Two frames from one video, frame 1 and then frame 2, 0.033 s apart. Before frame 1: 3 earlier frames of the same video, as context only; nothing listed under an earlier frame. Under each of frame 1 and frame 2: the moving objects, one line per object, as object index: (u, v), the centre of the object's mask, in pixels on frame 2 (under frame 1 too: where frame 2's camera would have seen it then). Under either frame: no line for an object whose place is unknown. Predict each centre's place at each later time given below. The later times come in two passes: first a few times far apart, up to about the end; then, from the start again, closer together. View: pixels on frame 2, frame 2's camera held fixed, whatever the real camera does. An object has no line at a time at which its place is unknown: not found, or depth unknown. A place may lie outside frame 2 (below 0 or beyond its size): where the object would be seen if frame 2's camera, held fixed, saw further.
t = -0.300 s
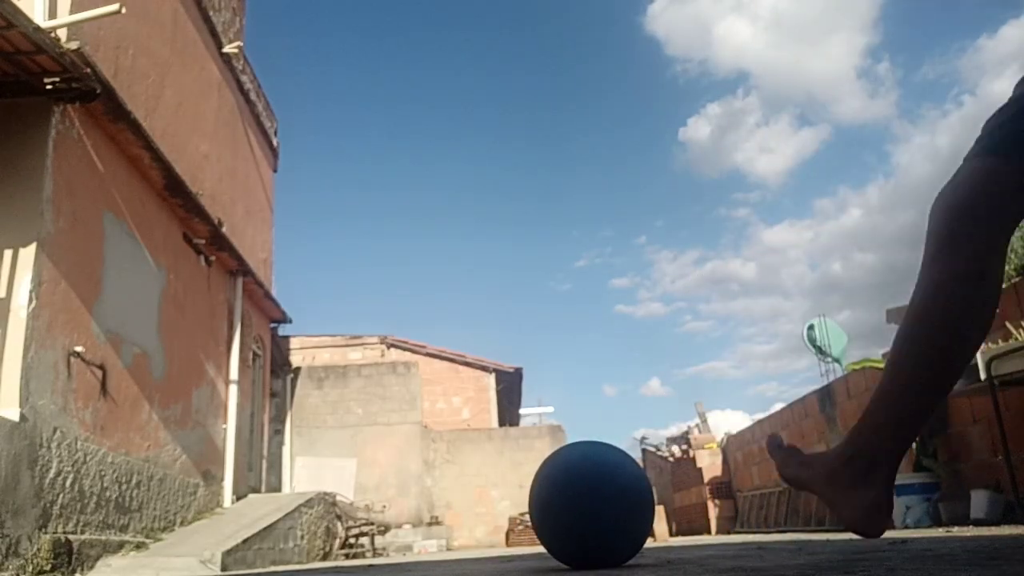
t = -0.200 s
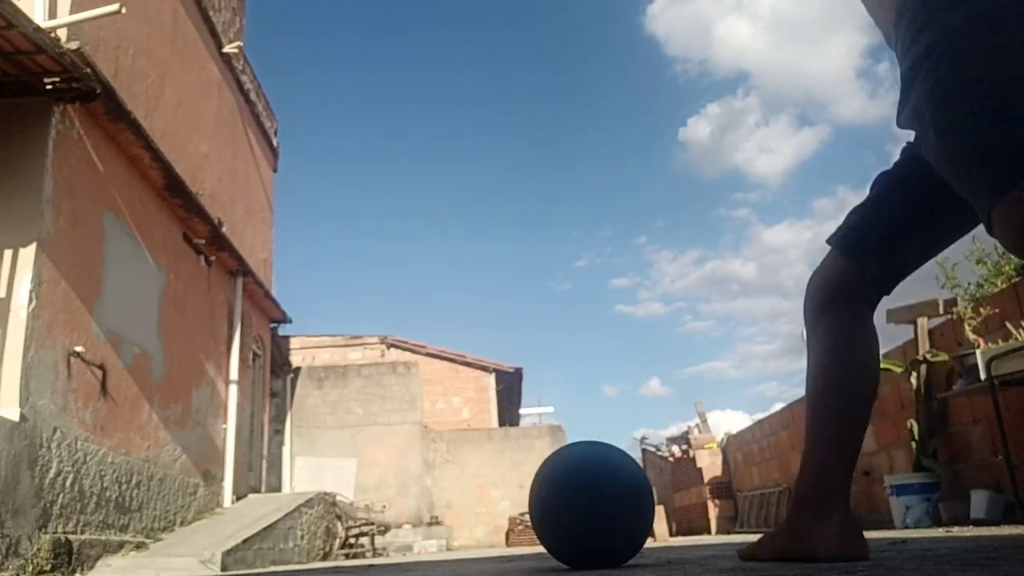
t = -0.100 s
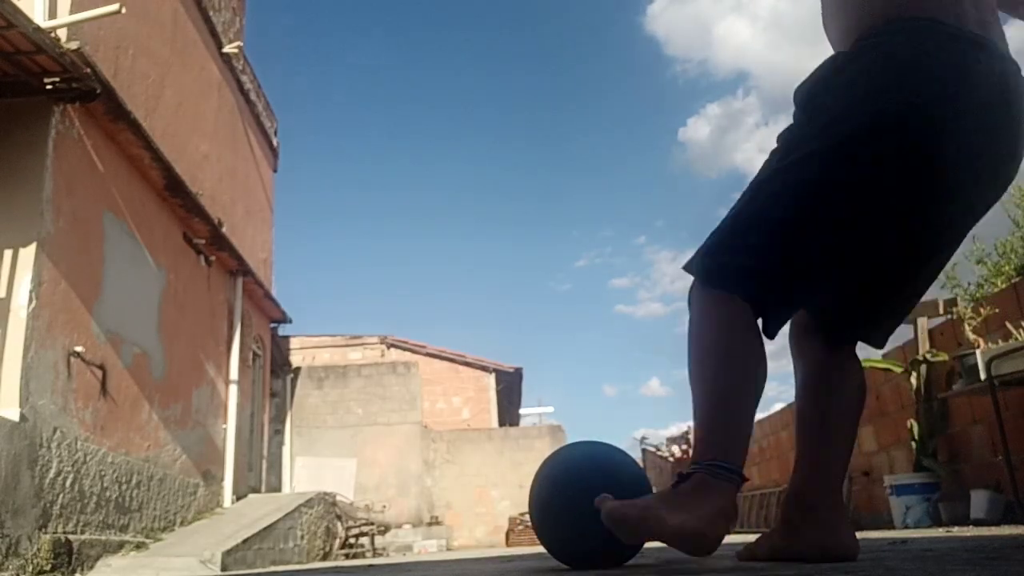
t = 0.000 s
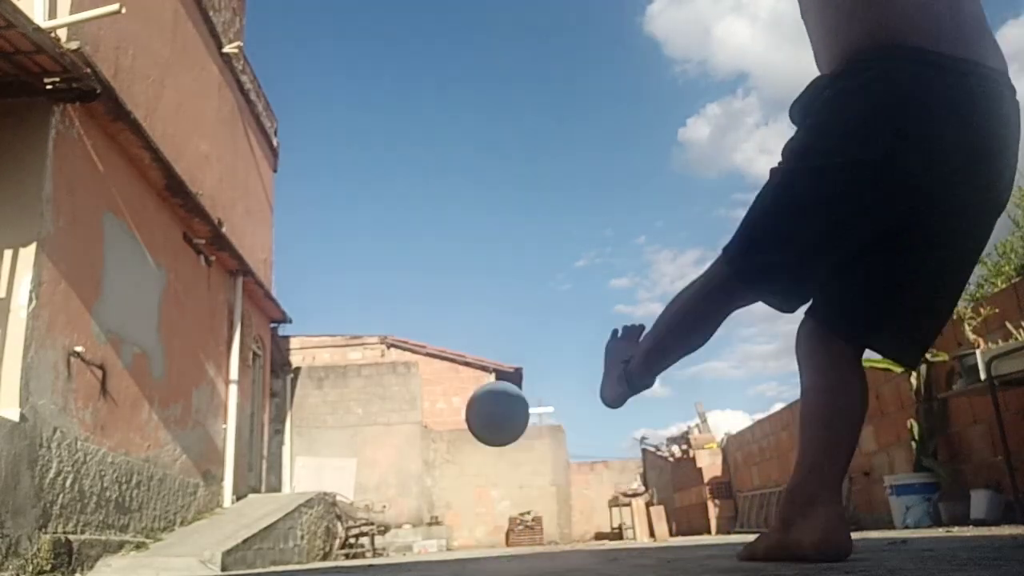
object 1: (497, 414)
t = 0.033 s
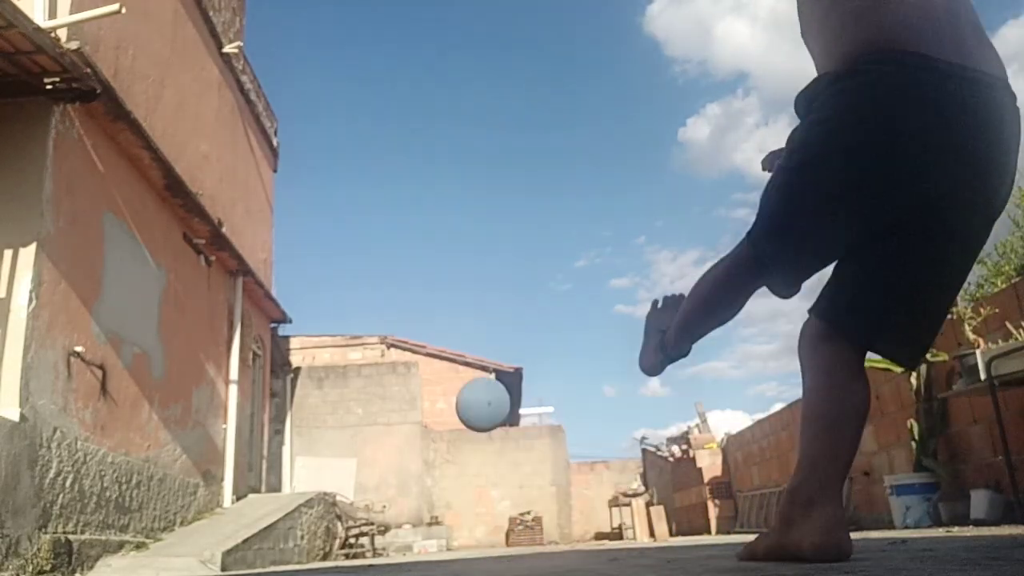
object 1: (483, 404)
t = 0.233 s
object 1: (446, 412)
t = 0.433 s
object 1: (434, 455)
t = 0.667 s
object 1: (428, 521)
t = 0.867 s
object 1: (427, 531)
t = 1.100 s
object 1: (426, 522)
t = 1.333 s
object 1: (423, 530)
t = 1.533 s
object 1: (414, 537)
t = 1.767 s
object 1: (407, 540)
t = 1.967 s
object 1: (402, 548)
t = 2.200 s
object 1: (396, 548)
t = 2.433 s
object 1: (392, 549)
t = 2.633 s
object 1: (390, 549)
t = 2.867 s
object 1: (382, 550)
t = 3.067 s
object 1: (376, 551)
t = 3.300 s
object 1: (363, 551)
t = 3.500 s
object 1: (355, 551)
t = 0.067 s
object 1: (472, 400)
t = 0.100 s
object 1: (464, 399)
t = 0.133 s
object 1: (458, 400)
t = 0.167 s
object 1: (453, 402)
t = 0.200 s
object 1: (449, 407)
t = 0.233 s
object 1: (446, 412)
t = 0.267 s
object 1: (443, 418)
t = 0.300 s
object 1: (440, 424)
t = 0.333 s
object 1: (439, 431)
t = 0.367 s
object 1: (437, 438)
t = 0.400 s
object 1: (436, 446)
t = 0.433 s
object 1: (434, 455)
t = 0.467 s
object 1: (433, 463)
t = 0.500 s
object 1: (432, 472)
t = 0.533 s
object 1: (430, 482)
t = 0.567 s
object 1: (430, 491)
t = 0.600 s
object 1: (429, 501)
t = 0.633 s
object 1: (429, 510)
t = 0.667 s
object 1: (428, 521)
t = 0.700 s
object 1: (428, 531)
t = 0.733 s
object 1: (428, 543)
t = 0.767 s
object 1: (428, 548)
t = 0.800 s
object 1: (427, 542)
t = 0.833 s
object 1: (427, 535)
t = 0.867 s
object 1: (427, 531)
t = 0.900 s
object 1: (427, 527)
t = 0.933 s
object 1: (427, 524)
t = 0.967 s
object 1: (427, 522)
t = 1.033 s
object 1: (427, 521)
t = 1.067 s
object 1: (427, 521)
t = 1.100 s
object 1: (426, 522)
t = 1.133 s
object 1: (426, 524)
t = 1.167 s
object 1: (426, 528)
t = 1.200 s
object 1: (426, 531)
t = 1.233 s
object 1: (427, 532)
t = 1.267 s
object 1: (425, 532)
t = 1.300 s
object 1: (425, 531)
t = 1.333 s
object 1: (423, 530)
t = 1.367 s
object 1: (422, 529)
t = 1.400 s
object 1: (421, 528)
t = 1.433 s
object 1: (418, 530)
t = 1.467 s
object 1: (417, 531)
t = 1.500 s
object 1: (416, 534)
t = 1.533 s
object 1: (414, 537)
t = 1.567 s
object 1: (412, 542)
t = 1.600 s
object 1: (411, 547)
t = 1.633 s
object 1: (409, 548)
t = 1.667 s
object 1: (409, 545)
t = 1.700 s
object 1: (408, 543)
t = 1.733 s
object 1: (407, 541)
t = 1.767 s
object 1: (407, 540)
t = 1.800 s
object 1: (406, 540)
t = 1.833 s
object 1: (405, 540)
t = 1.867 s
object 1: (404, 541)
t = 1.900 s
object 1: (404, 543)
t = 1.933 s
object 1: (403, 545)
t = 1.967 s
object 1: (402, 548)
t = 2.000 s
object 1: (402, 548)
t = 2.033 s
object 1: (401, 547)
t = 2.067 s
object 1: (400, 546)
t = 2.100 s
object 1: (399, 546)
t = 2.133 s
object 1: (398, 546)
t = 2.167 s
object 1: (397, 546)
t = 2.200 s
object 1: (396, 548)
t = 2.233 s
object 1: (396, 549)
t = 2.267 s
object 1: (395, 549)
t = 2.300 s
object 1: (394, 548)
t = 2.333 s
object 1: (393, 548)
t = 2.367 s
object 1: (393, 549)
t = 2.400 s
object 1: (393, 549)
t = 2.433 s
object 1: (392, 549)
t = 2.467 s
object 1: (392, 548)
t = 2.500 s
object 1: (390, 549)
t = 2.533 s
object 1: (391, 549)
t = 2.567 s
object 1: (390, 549)
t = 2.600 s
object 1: (390, 549)
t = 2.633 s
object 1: (390, 549)
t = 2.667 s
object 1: (388, 549)
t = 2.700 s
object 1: (387, 549)
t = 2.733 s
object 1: (386, 549)
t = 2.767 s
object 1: (386, 549)
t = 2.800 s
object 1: (386, 549)
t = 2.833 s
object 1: (385, 549)
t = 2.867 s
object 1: (382, 550)
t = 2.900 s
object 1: (381, 550)
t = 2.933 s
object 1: (381, 550)
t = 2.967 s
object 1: (379, 550)
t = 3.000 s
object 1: (379, 551)
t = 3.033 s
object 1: (377, 551)
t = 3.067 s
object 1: (376, 551)
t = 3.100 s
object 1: (374, 552)
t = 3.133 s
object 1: (369, 551)
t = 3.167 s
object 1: (366, 551)
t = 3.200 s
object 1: (365, 551)
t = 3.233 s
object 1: (364, 551)
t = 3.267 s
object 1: (364, 551)
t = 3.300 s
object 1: (363, 551)
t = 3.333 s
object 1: (360, 551)
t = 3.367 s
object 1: (358, 551)
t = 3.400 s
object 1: (357, 551)
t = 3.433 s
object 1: (356, 551)
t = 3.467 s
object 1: (355, 551)
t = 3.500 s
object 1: (355, 551)
